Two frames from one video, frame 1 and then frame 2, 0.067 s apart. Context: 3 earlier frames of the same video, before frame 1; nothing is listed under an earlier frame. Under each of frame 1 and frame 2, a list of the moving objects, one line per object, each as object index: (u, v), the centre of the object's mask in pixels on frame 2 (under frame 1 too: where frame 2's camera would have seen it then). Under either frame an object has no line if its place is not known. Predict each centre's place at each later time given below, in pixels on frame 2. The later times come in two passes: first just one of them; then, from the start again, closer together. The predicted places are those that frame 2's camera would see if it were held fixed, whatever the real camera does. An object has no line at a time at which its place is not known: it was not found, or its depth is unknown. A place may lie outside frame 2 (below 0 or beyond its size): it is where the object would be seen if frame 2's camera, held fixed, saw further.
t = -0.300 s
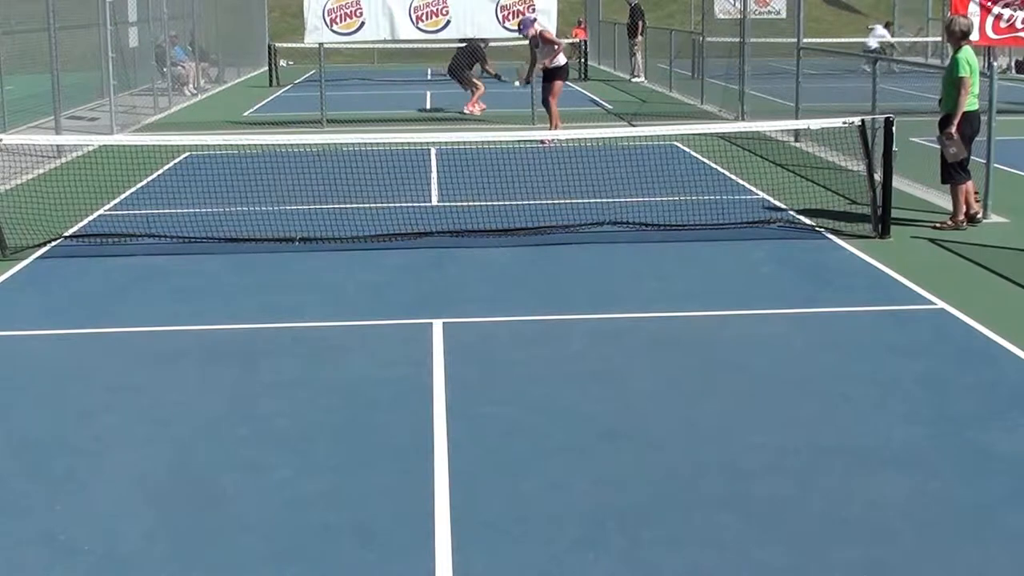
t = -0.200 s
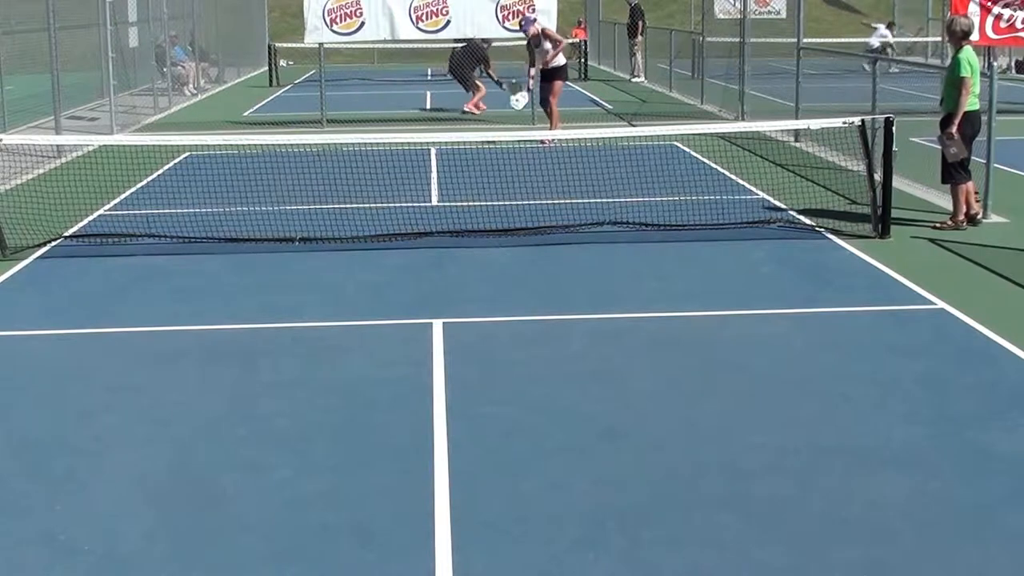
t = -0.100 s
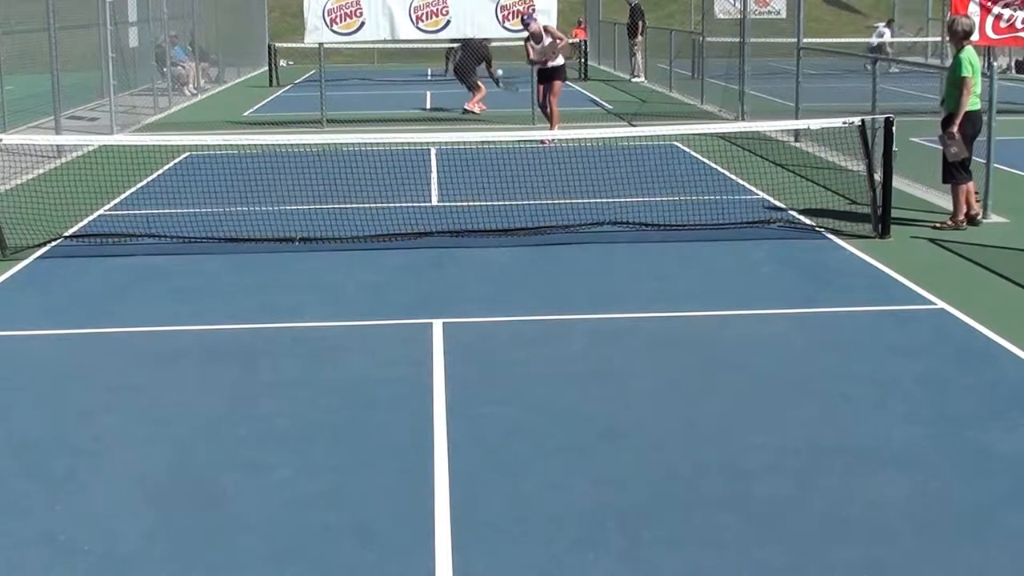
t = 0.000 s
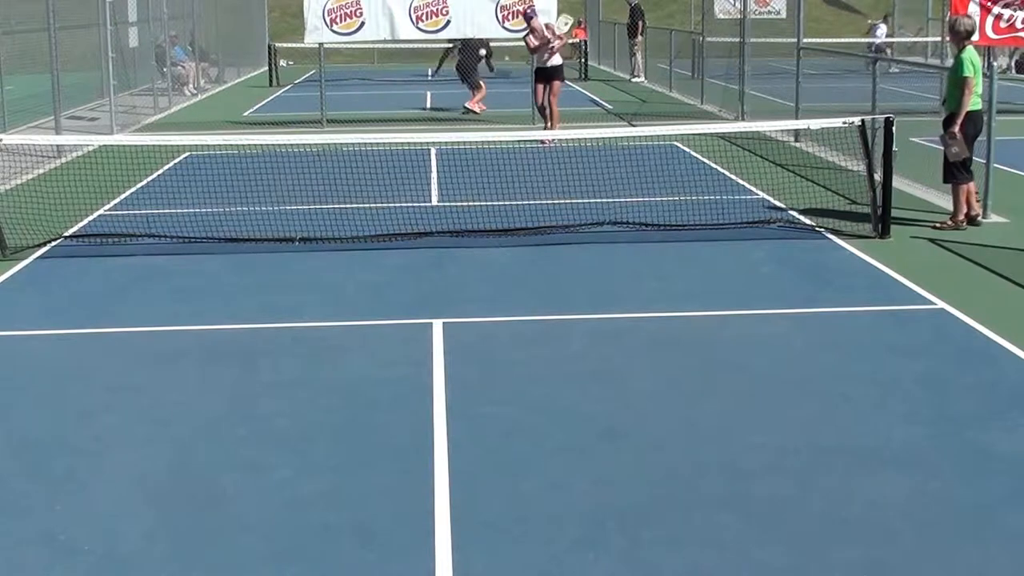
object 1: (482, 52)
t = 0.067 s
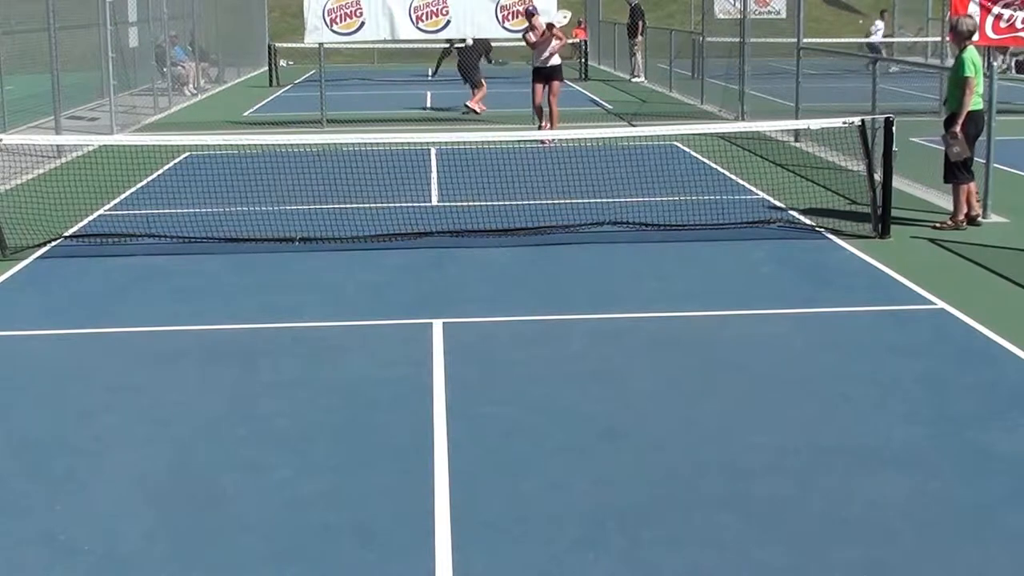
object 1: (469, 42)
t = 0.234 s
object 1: (426, 33)
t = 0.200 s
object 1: (435, 32)
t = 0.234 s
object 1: (426, 33)
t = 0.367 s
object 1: (382, 50)
